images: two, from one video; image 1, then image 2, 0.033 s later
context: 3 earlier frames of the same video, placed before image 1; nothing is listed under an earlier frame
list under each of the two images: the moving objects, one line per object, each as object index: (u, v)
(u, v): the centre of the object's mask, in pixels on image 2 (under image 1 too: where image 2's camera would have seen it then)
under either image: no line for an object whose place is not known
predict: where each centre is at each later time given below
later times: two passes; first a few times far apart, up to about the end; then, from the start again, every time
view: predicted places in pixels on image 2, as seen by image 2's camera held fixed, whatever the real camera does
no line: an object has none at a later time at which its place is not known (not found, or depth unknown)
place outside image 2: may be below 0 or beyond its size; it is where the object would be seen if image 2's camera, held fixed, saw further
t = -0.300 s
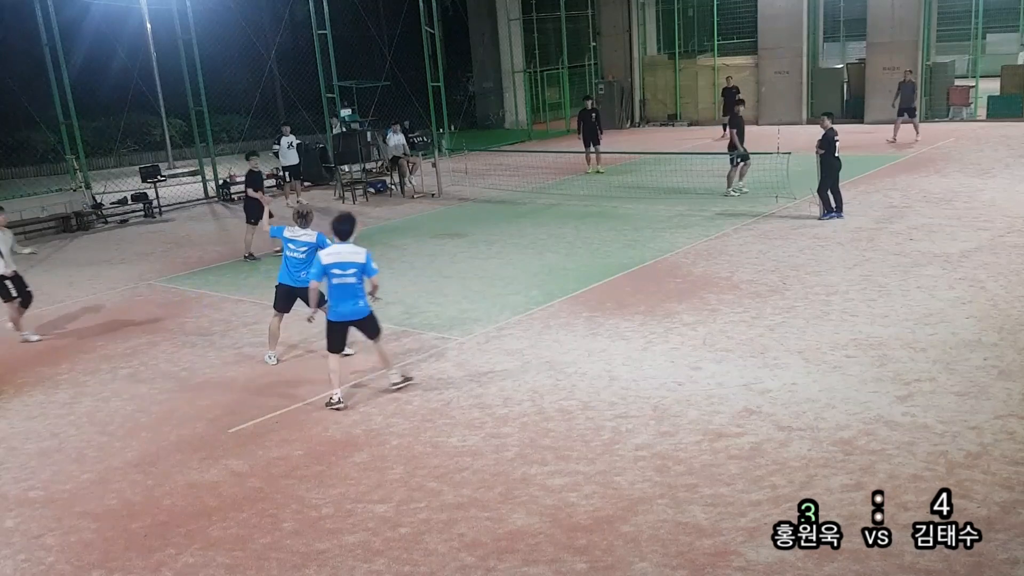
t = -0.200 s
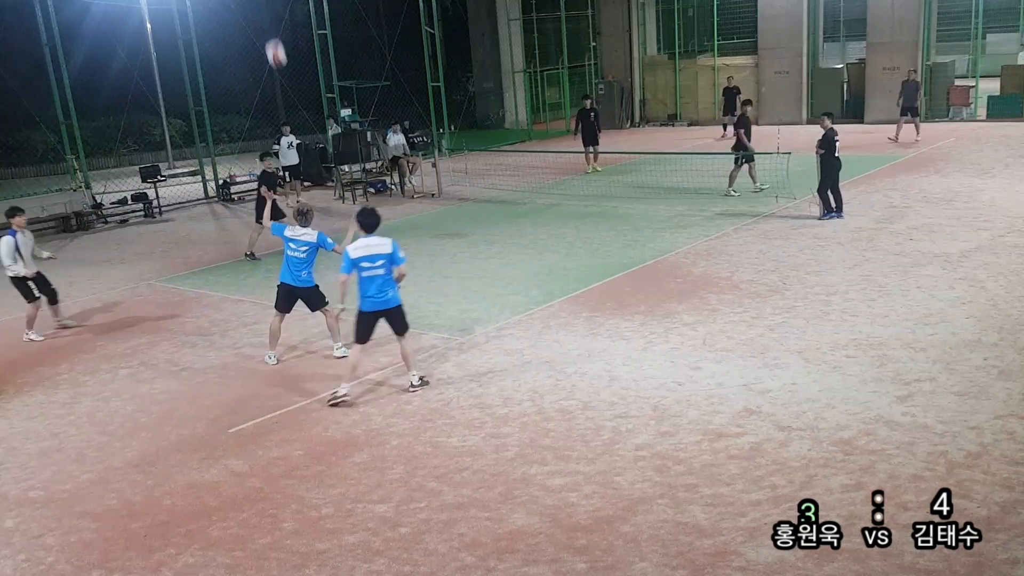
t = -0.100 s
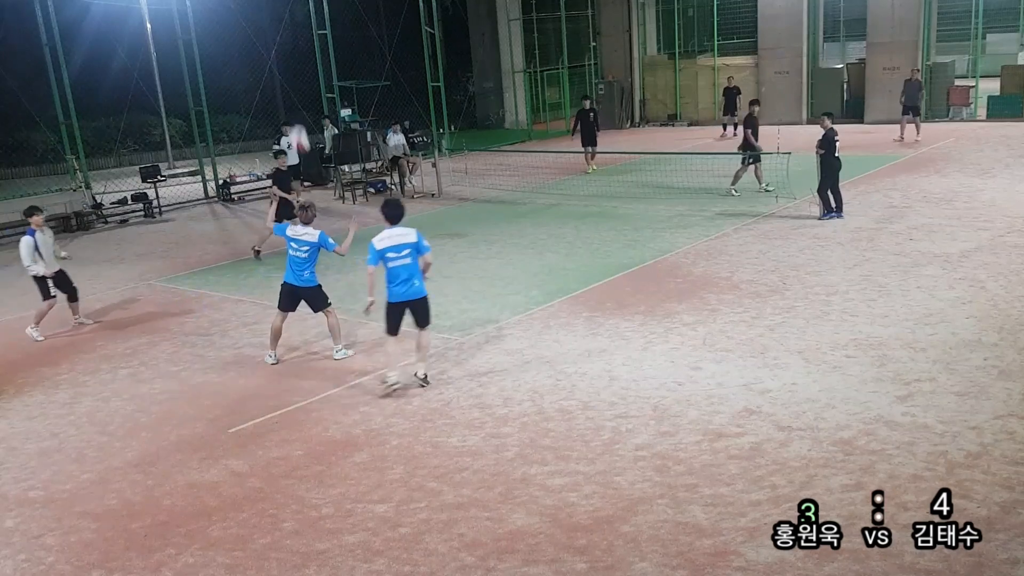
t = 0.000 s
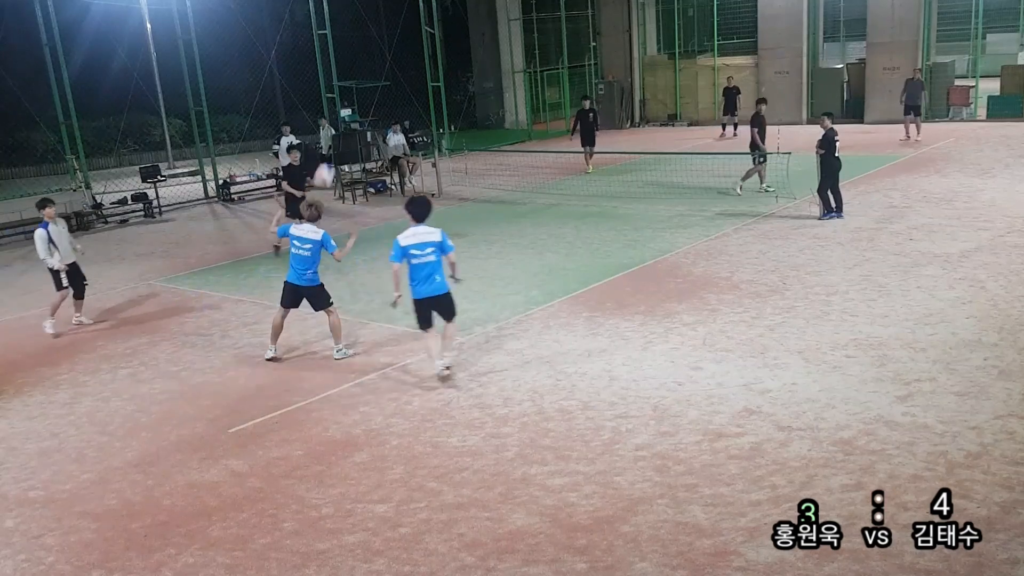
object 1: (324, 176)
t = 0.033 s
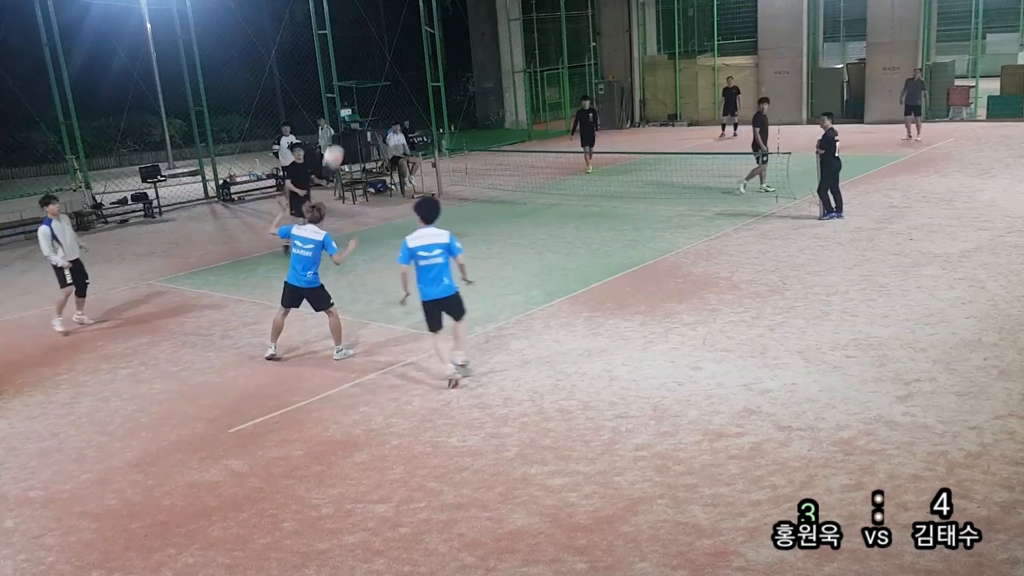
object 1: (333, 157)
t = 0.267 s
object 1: (393, 65)
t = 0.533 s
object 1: (459, 35)
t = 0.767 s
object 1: (512, 58)
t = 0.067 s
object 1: (342, 139)
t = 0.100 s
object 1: (350, 125)
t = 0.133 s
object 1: (360, 109)
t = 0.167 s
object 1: (368, 96)
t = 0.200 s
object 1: (377, 85)
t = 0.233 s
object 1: (385, 74)
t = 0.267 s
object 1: (393, 65)
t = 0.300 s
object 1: (402, 58)
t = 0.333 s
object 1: (410, 51)
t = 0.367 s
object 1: (419, 46)
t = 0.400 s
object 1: (427, 42)
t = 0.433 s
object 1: (435, 38)
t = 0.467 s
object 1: (443, 36)
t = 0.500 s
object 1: (451, 35)
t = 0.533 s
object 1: (459, 35)
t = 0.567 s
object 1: (467, 36)
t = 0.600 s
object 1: (474, 37)
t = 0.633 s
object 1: (482, 39)
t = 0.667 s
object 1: (490, 43)
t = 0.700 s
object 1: (497, 46)
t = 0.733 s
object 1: (504, 51)
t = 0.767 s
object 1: (512, 58)
